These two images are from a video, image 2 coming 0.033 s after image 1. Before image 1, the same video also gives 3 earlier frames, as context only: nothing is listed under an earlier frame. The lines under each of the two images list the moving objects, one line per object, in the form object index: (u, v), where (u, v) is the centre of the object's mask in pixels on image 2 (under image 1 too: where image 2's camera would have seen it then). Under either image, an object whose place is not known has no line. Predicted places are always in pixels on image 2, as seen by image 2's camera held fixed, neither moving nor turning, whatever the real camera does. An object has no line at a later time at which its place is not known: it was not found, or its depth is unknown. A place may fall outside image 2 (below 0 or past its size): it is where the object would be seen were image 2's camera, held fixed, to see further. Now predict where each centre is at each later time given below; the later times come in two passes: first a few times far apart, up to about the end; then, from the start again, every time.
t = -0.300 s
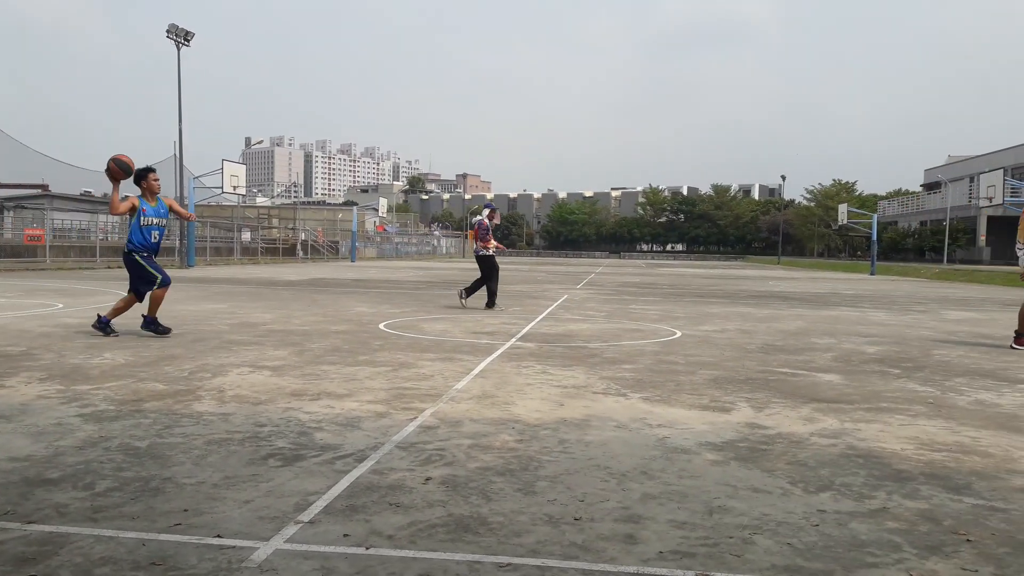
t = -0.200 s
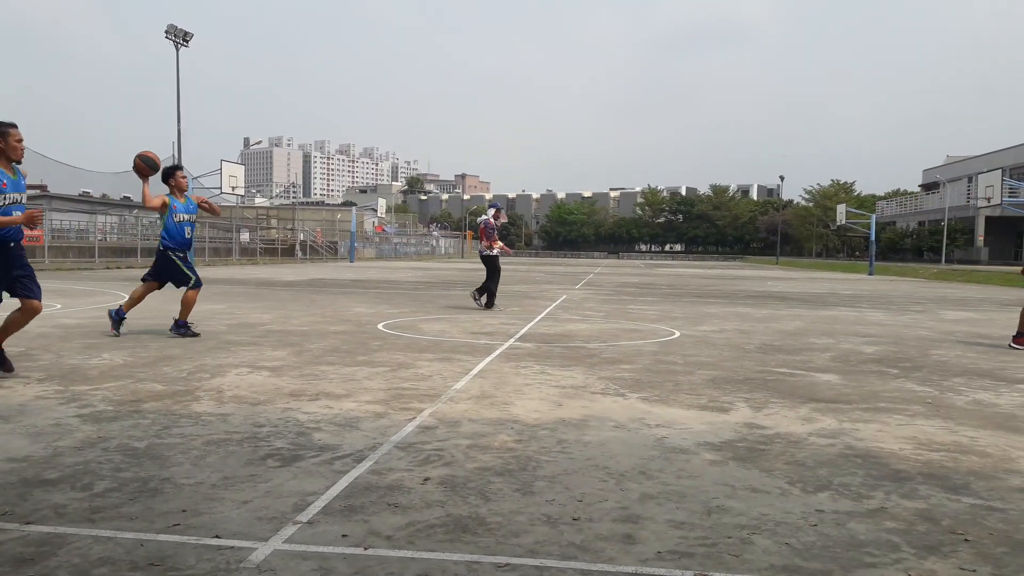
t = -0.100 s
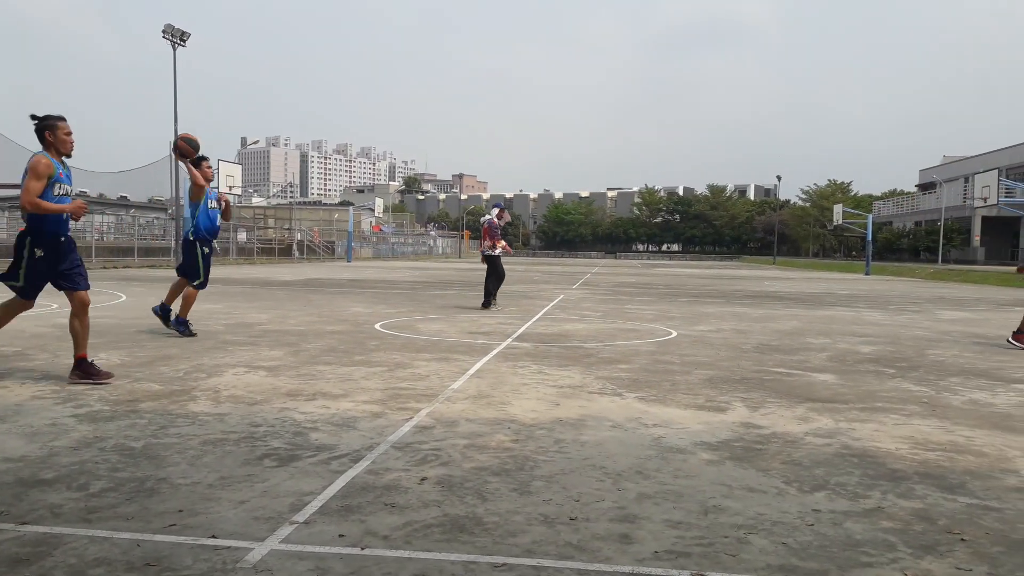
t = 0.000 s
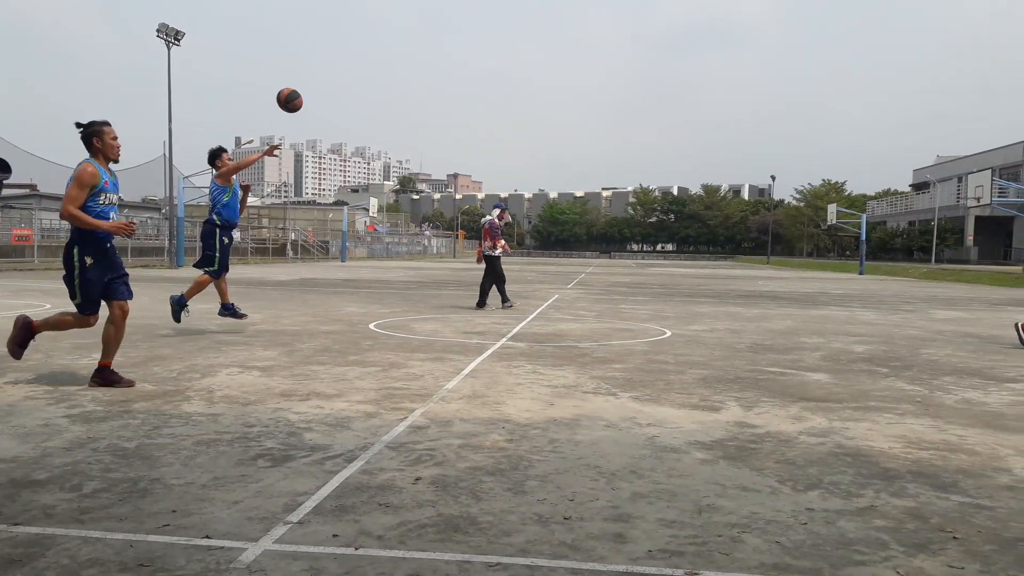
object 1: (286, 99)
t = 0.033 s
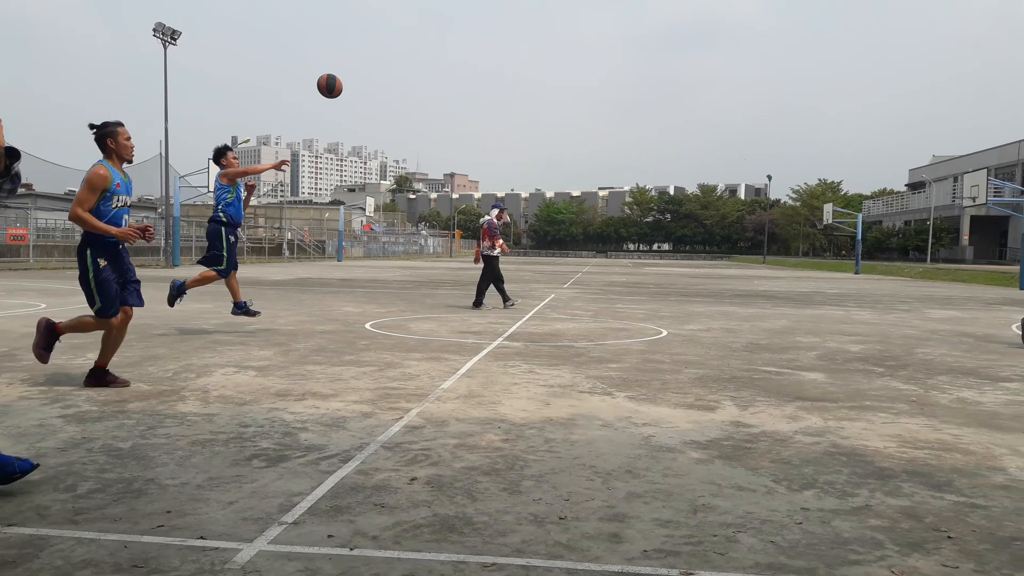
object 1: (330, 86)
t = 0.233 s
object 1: (574, 27)
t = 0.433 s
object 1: (794, 5)
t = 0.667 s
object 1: (1025, 18)
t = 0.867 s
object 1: (1206, 63)
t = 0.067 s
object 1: (372, 73)
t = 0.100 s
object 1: (414, 62)
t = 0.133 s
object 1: (455, 52)
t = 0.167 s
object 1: (497, 43)
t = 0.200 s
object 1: (536, 34)
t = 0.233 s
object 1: (574, 27)
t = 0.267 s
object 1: (613, 20)
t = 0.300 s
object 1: (650, 15)
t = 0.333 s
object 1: (687, 10)
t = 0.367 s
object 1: (722, 7)
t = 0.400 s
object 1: (758, 5)
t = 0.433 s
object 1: (794, 5)
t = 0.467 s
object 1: (829, 3)
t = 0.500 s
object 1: (862, 4)
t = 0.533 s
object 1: (896, 4)
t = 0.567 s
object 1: (928, 6)
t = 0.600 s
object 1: (961, 9)
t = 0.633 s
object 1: (993, 13)
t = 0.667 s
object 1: (1025, 18)
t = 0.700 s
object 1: (1056, 24)
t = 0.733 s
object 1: (1085, 30)
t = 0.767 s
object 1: (1117, 37)
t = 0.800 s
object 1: (1147, 45)
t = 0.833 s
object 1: (1176, 53)
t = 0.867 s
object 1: (1206, 63)
